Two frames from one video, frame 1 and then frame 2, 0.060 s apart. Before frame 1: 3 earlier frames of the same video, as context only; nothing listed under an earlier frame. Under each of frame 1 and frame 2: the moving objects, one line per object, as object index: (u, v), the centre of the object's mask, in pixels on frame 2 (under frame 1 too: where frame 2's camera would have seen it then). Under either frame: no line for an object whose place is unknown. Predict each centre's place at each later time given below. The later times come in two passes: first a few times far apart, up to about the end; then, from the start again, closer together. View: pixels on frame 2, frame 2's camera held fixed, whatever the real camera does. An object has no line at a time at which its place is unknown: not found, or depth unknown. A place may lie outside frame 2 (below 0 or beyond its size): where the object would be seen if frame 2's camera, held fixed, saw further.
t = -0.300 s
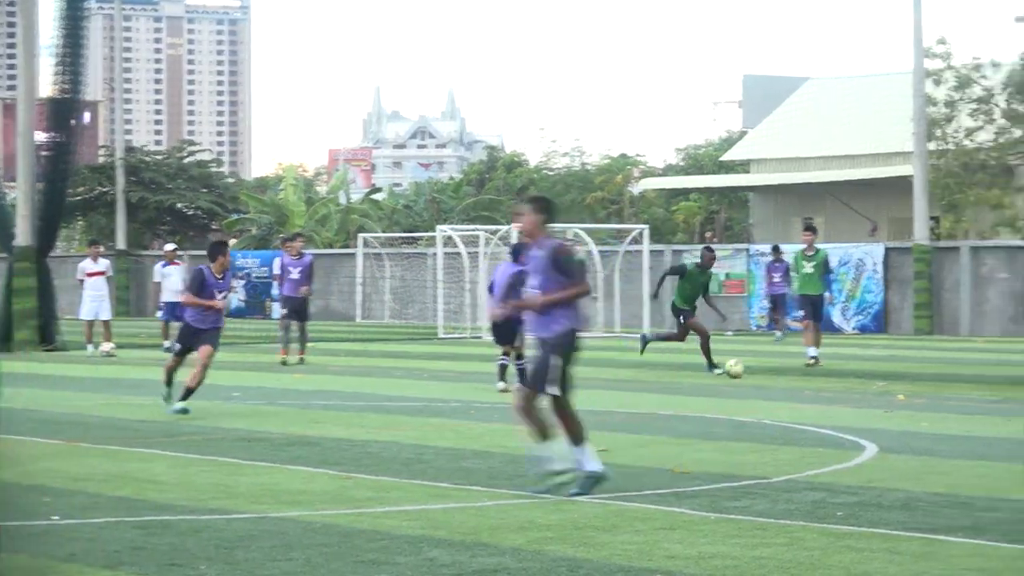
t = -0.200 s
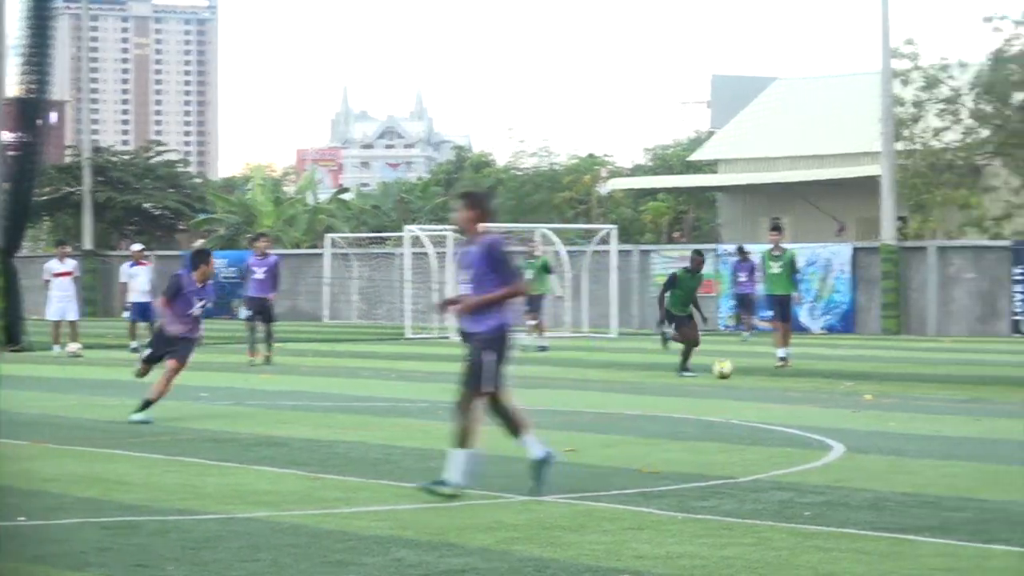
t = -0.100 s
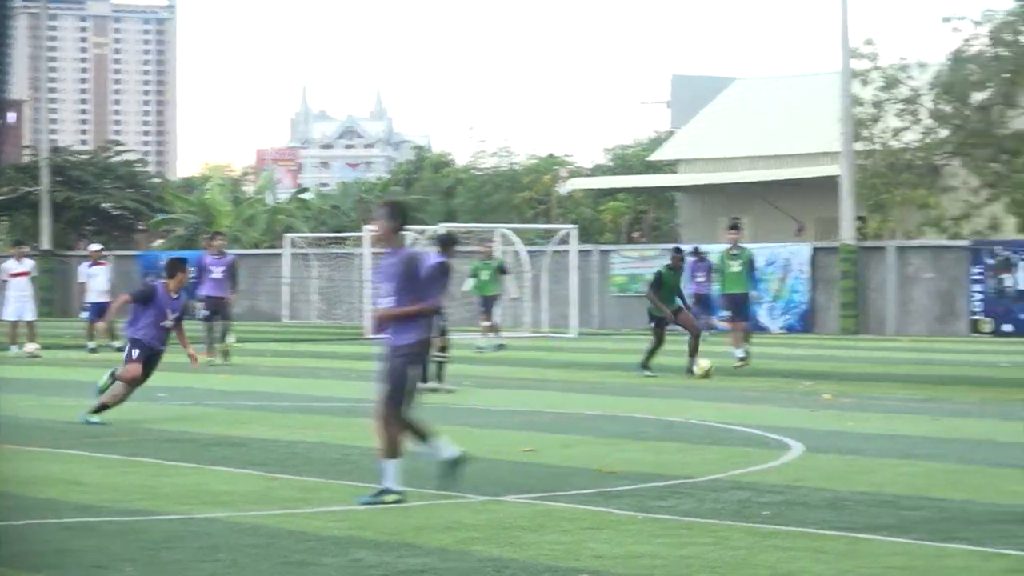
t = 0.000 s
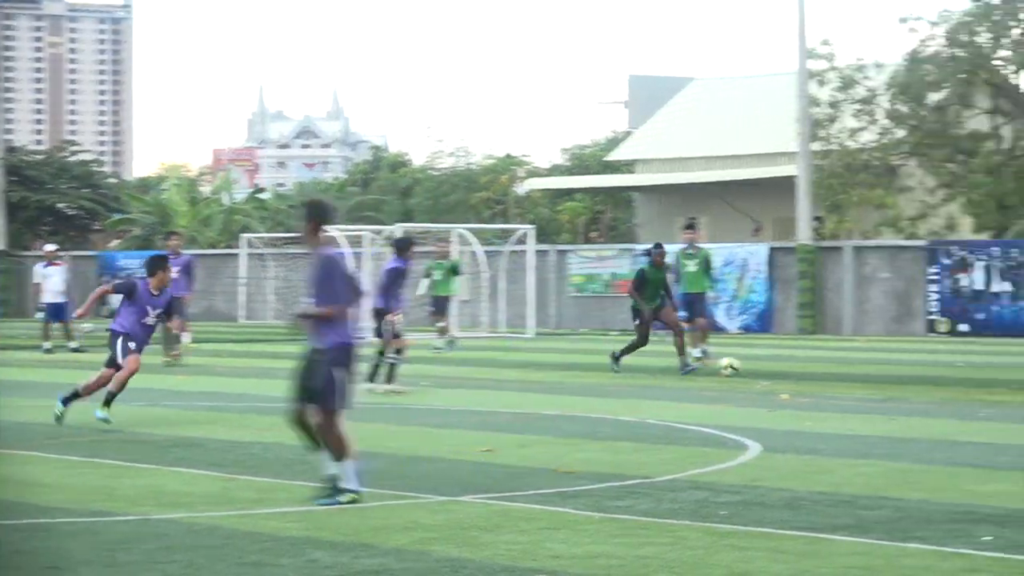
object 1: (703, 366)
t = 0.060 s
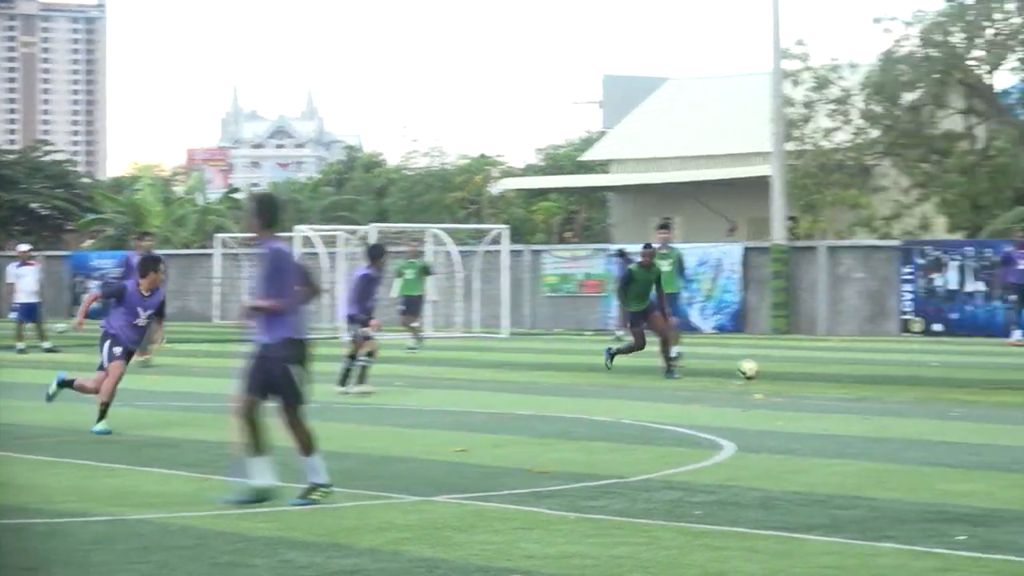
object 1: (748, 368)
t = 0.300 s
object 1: (924, 382)
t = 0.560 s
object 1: (1111, 402)
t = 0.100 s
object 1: (778, 373)
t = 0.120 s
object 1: (792, 375)
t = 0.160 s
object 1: (823, 379)
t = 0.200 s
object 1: (851, 378)
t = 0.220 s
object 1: (864, 377)
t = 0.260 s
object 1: (894, 378)
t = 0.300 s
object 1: (924, 382)
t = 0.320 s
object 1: (939, 384)
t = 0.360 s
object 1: (970, 390)
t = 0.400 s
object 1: (998, 390)
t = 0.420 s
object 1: (1011, 390)
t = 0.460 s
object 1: (1038, 391)
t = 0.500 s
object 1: (1067, 393)
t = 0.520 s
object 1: (1082, 395)
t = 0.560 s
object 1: (1111, 402)
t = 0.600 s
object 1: (1138, 402)
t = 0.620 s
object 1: (1152, 403)
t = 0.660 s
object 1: (1180, 405)
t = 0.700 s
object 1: (1208, 409)
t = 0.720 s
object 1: (1222, 411)
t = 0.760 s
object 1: (1250, 414)
